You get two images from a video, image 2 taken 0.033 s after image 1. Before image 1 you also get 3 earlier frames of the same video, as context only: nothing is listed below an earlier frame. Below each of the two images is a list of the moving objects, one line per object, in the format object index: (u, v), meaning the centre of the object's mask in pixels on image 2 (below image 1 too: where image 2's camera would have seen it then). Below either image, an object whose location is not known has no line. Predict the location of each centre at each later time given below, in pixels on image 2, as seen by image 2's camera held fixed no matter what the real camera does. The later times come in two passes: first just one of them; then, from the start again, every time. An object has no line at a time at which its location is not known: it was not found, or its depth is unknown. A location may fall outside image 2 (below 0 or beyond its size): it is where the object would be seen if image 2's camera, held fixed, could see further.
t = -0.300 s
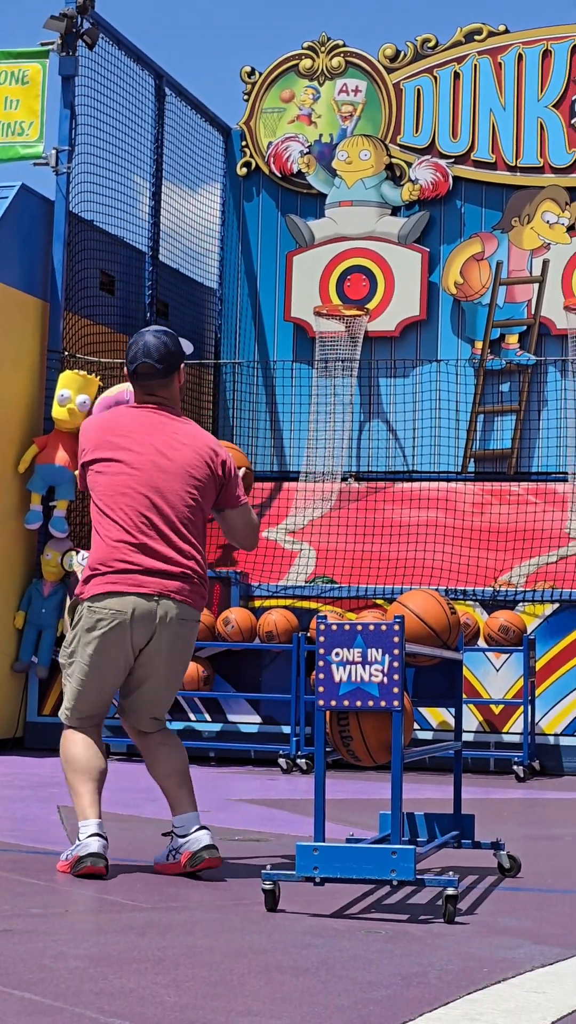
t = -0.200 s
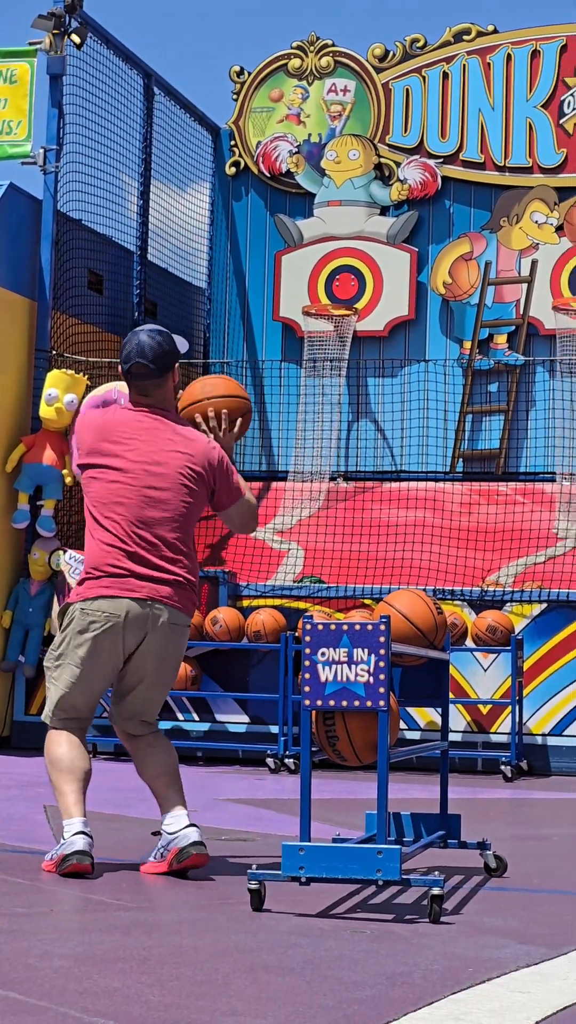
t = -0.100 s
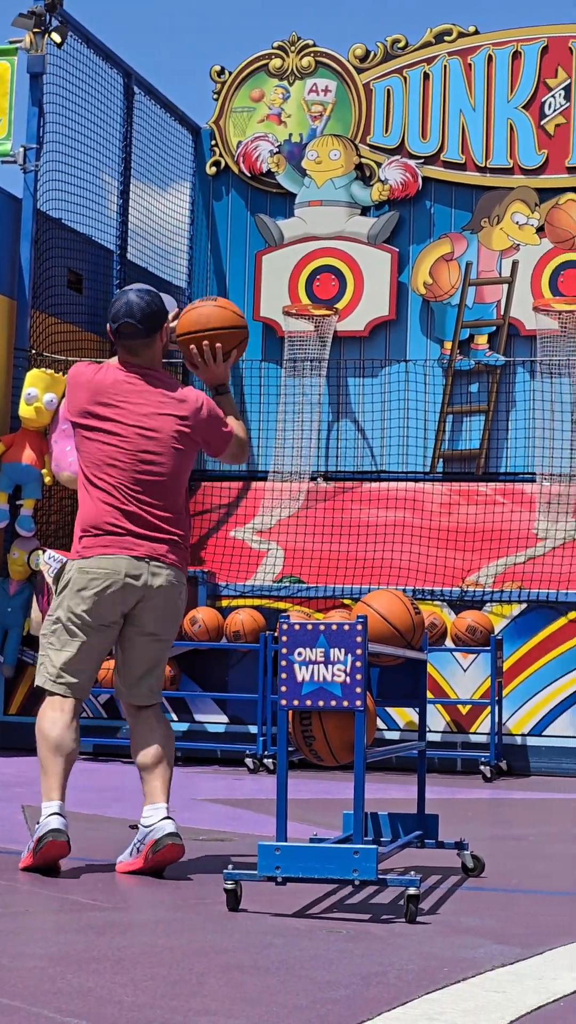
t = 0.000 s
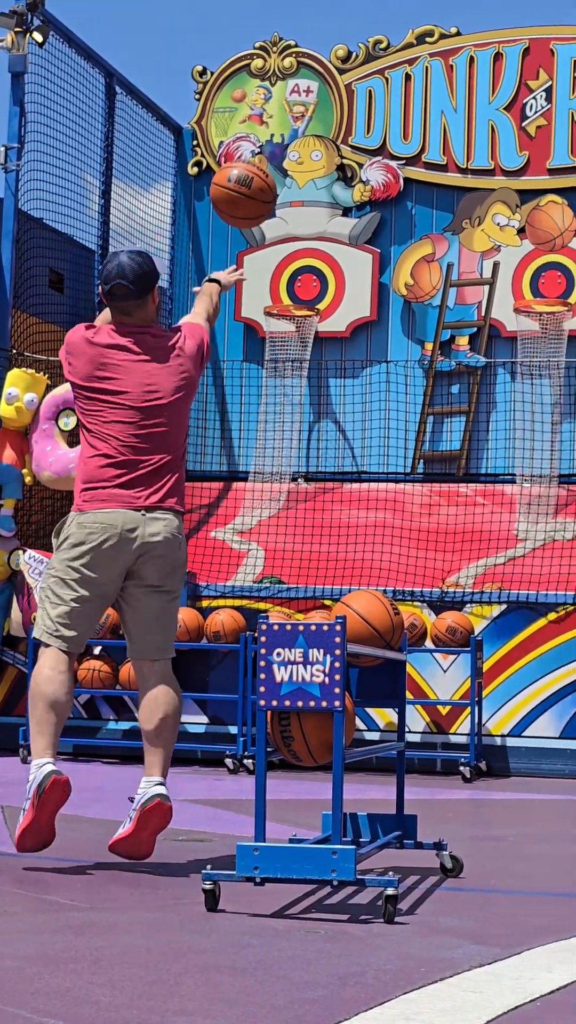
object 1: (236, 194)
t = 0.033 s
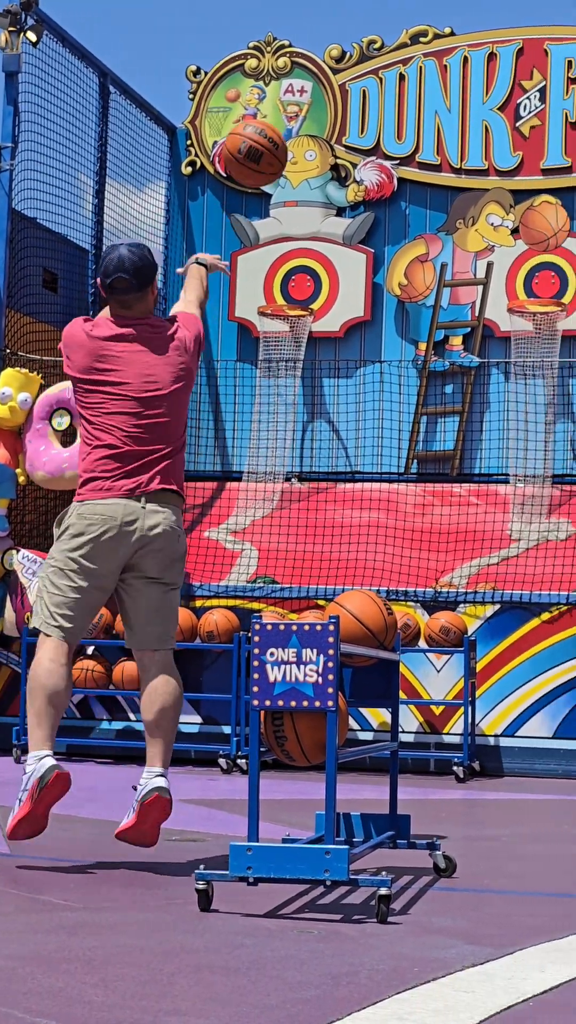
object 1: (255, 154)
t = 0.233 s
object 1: (344, 16)
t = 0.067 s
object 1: (272, 118)
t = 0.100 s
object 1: (288, 89)
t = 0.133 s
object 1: (303, 63)
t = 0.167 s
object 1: (317, 42)
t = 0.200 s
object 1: (331, 25)
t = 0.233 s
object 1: (344, 16)
